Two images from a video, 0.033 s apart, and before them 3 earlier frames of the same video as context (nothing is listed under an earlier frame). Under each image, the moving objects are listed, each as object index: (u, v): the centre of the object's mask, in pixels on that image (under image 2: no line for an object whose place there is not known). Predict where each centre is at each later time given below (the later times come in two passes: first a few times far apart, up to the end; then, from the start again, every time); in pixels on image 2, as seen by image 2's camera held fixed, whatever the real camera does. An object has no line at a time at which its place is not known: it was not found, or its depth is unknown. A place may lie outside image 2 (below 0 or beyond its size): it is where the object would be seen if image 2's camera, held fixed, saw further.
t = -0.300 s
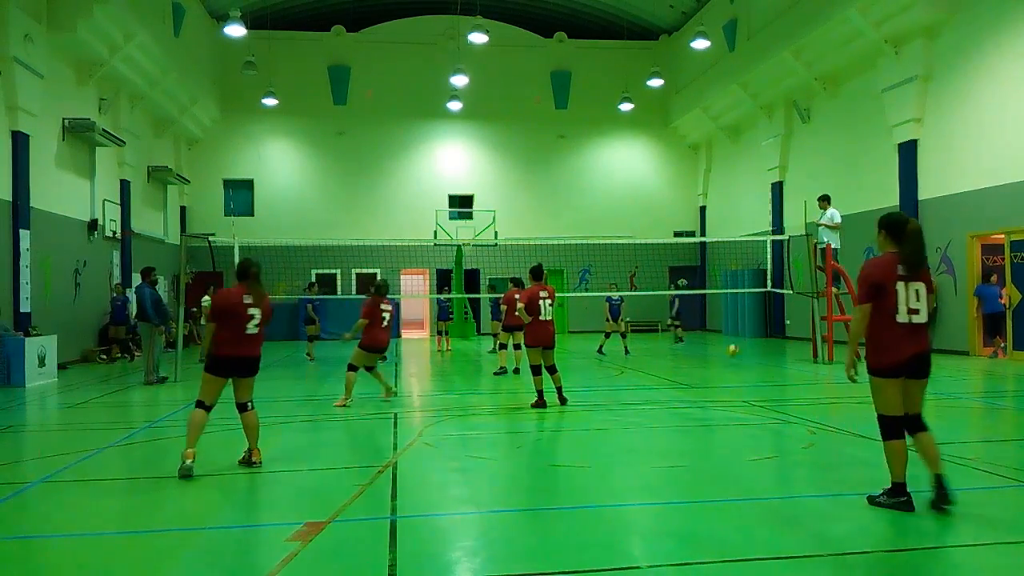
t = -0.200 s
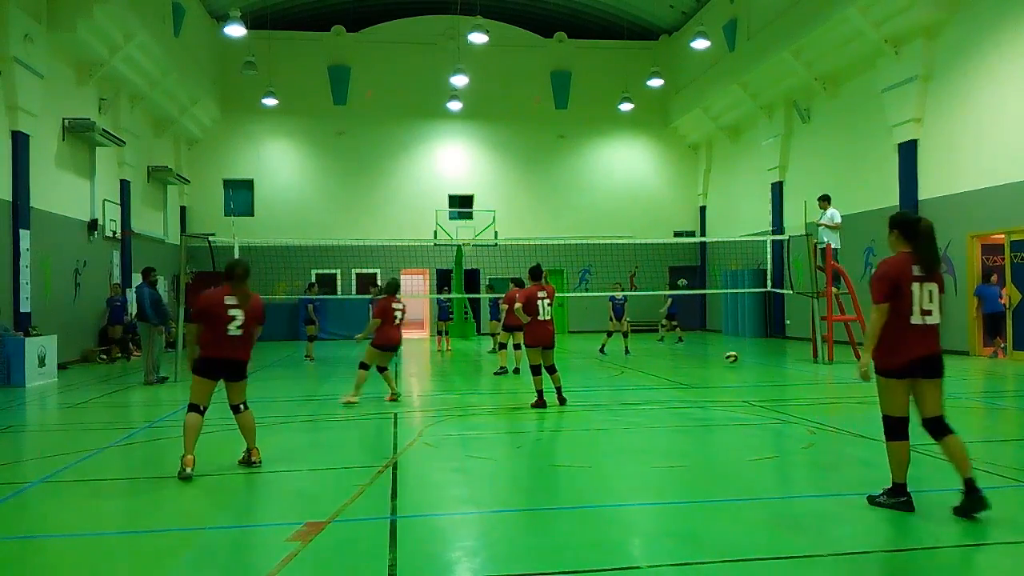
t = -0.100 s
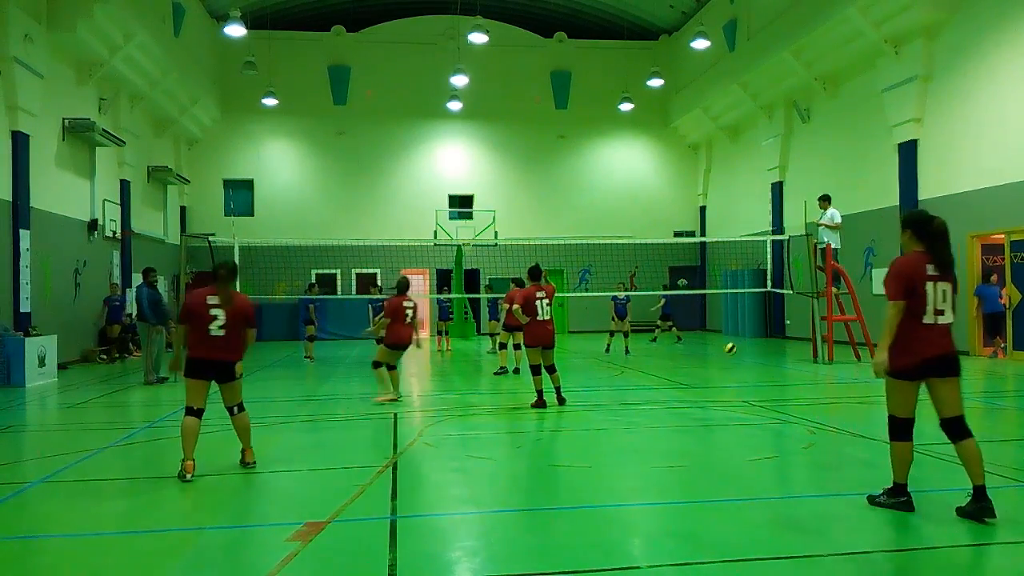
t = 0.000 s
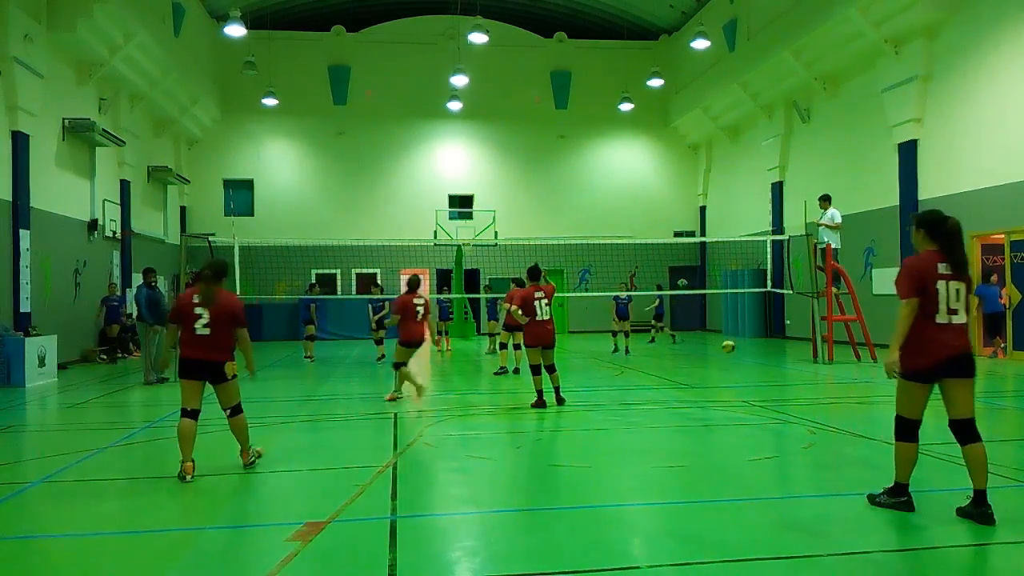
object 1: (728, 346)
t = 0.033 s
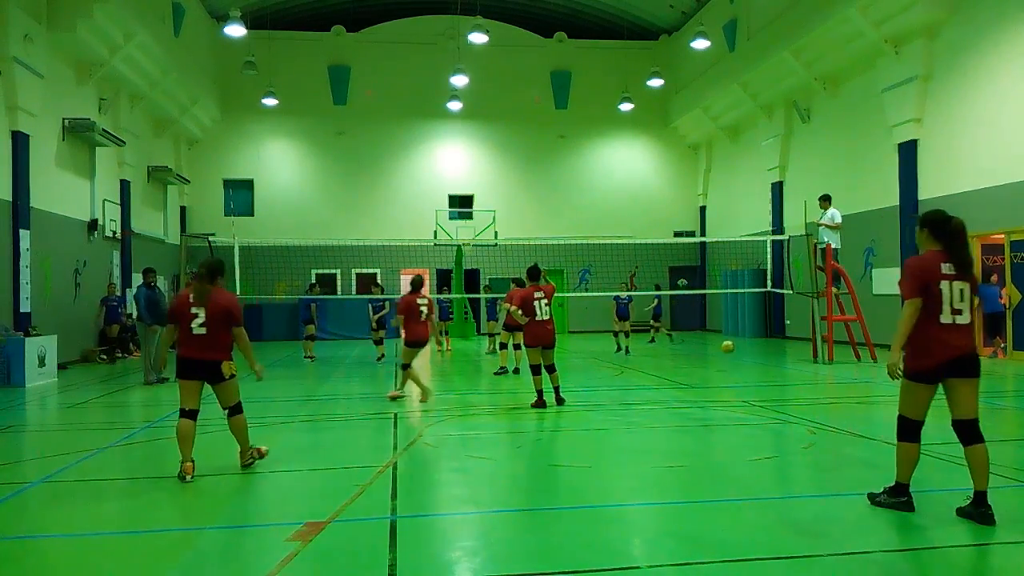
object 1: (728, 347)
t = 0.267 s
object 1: (725, 367)
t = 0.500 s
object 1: (721, 360)
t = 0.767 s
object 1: (715, 371)
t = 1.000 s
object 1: (710, 382)
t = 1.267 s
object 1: (705, 390)
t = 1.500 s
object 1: (700, 397)
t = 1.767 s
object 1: (692, 403)
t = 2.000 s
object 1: (685, 410)
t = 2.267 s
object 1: (675, 421)
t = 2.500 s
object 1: (665, 434)
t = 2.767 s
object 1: (651, 449)
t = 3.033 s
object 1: (635, 470)
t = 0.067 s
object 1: (727, 348)
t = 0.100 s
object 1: (728, 349)
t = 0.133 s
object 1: (726, 352)
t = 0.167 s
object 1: (726, 356)
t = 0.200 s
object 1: (726, 359)
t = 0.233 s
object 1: (725, 364)
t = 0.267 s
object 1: (725, 367)
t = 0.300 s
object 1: (724, 364)
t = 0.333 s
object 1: (723, 362)
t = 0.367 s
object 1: (723, 360)
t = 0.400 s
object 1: (722, 359)
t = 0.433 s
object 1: (721, 358)
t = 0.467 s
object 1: (721, 358)
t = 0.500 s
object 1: (721, 360)
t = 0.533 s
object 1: (720, 361)
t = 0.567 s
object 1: (719, 363)
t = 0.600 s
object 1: (718, 367)
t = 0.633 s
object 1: (718, 372)
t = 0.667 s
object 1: (718, 376)
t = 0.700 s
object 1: (717, 373)
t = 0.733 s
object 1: (716, 372)
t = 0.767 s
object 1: (715, 371)
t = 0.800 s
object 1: (714, 370)
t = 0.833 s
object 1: (714, 371)
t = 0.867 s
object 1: (713, 372)
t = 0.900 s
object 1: (712, 375)
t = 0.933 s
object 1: (712, 377)
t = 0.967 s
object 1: (711, 381)
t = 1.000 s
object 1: (710, 382)
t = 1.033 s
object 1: (709, 380)
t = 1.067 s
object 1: (709, 379)
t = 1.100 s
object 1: (708, 379)
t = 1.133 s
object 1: (708, 379)
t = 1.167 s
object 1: (707, 381)
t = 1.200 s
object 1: (706, 384)
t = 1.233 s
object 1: (706, 388)
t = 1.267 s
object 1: (705, 390)
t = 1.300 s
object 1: (704, 388)
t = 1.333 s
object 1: (703, 387)
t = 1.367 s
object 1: (703, 387)
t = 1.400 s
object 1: (702, 387)
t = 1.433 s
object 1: (701, 389)
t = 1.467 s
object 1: (701, 392)
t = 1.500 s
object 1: (700, 397)
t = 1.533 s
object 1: (699, 395)
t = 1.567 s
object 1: (698, 394)
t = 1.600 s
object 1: (697, 394)
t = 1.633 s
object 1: (696, 395)
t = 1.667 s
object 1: (696, 397)
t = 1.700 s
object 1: (695, 400)
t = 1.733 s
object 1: (693, 404)
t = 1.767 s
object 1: (692, 403)
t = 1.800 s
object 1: (691, 402)
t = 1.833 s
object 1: (690, 402)
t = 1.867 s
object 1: (689, 404)
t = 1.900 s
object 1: (688, 406)
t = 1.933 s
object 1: (687, 409)
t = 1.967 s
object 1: (686, 411)
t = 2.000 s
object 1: (685, 410)
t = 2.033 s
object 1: (684, 411)
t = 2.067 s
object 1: (683, 412)
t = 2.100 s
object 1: (681, 415)
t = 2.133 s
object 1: (680, 418)
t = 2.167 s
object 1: (679, 418)
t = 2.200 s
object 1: (677, 418)
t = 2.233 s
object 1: (677, 419)
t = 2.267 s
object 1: (675, 421)
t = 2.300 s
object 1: (674, 424)
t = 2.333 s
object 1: (672, 427)
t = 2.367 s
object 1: (671, 426)
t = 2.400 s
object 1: (669, 427)
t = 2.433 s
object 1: (668, 430)
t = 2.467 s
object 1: (666, 434)
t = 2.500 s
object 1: (665, 434)
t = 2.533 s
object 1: (663, 435)
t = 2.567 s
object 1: (661, 437)
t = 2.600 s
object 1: (660, 441)
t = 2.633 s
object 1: (658, 442)
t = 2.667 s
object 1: (656, 443)
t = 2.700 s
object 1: (655, 445)
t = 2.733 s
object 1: (653, 449)
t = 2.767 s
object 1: (651, 449)
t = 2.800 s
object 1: (649, 451)
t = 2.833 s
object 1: (648, 456)
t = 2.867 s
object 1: (646, 457)
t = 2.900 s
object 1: (644, 459)
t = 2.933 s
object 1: (642, 462)
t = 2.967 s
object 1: (640, 464)
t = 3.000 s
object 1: (638, 467)
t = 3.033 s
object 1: (635, 470)
